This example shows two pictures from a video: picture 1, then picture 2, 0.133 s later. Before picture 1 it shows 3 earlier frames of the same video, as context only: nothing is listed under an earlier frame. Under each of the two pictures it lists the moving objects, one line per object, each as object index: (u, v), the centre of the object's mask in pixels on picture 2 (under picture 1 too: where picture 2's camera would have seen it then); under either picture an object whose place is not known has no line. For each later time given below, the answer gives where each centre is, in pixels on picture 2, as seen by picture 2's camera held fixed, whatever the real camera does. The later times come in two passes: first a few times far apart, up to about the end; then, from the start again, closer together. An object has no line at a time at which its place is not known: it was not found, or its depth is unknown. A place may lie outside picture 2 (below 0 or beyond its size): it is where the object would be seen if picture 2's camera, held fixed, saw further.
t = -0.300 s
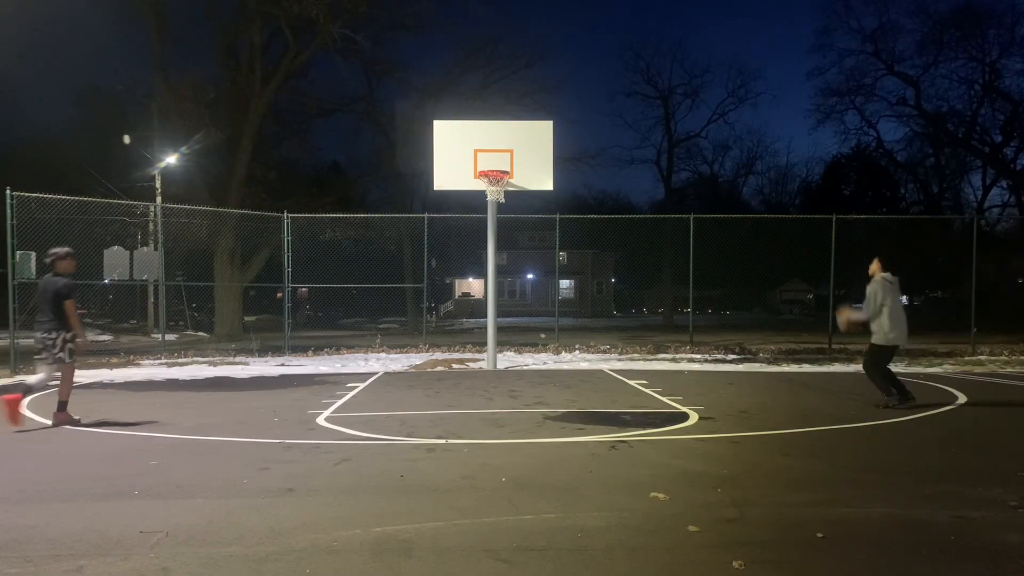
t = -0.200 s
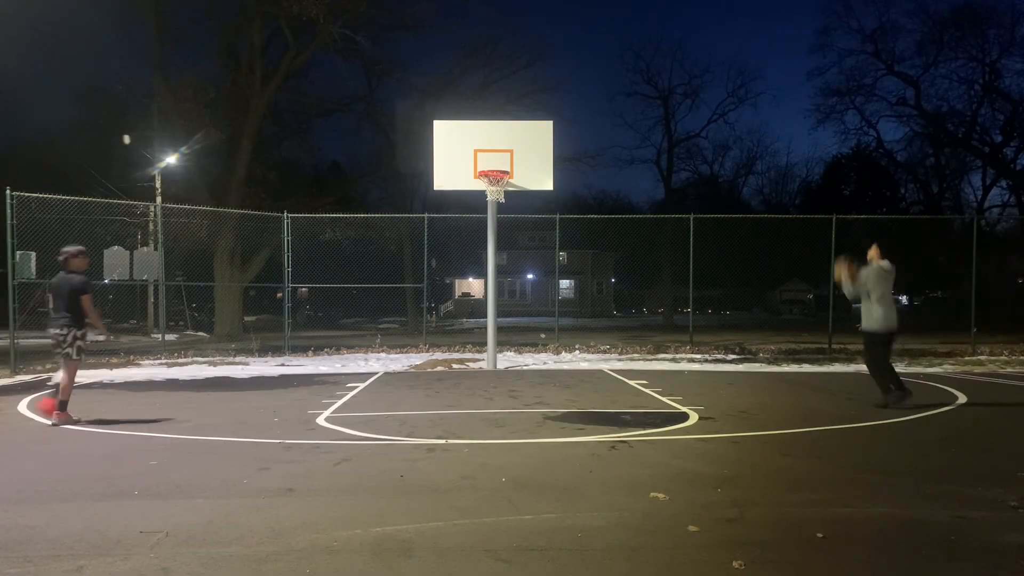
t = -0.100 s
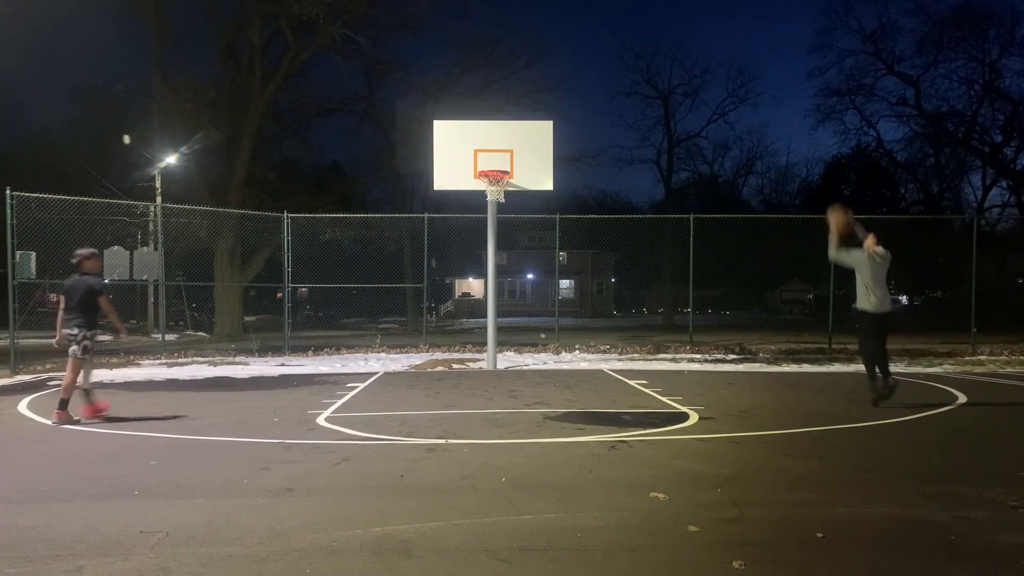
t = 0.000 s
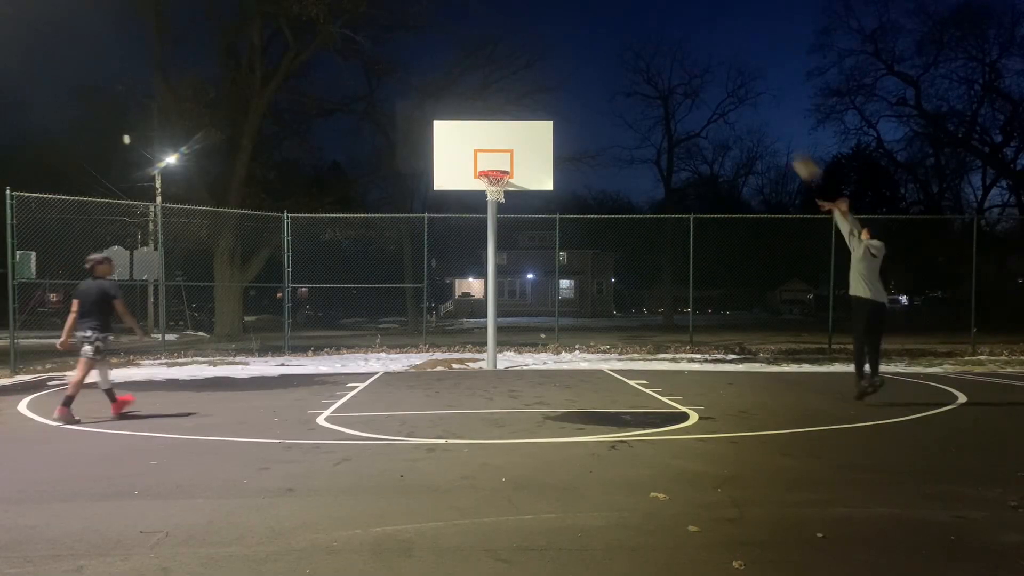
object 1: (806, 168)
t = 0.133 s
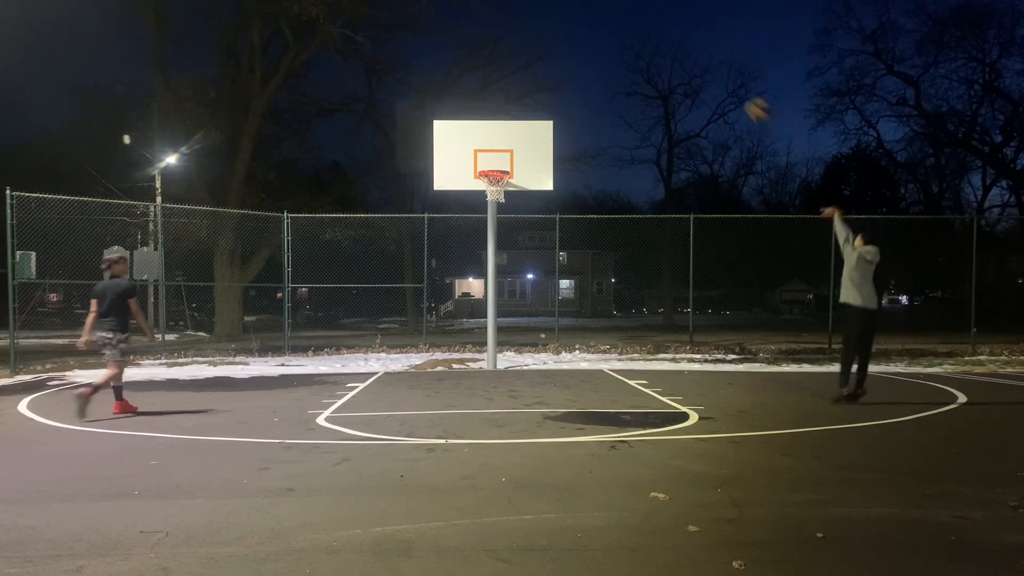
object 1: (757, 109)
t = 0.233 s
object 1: (725, 81)
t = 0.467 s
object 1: (655, 48)
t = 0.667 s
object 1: (602, 52)
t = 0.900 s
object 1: (545, 90)
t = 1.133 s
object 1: (497, 159)
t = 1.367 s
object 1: (489, 215)
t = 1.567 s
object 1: (498, 272)
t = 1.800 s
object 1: (504, 363)
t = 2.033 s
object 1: (526, 291)
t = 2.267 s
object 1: (548, 256)
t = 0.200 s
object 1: (735, 90)
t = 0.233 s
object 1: (725, 81)
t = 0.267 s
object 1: (714, 73)
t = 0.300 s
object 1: (703, 66)
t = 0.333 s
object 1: (694, 61)
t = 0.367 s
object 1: (684, 56)
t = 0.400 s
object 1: (674, 53)
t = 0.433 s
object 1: (665, 50)
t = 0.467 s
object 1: (655, 48)
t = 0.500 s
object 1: (645, 46)
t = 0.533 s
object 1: (637, 46)
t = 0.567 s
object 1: (628, 46)
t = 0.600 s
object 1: (619, 47)
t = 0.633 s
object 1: (610, 49)
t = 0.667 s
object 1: (602, 52)
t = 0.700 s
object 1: (593, 55)
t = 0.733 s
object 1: (586, 59)
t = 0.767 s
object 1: (577, 65)
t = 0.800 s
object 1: (569, 70)
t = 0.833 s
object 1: (561, 76)
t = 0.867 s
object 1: (553, 83)
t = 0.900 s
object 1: (545, 90)
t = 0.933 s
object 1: (539, 98)
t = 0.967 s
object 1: (531, 107)
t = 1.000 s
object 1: (524, 115)
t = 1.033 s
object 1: (518, 125)
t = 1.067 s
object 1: (511, 135)
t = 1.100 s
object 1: (503, 147)
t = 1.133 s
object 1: (497, 159)
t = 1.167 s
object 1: (490, 165)
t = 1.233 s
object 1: (484, 190)
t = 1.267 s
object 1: (486, 194)
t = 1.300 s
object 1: (488, 199)
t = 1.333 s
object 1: (490, 203)
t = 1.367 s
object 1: (489, 215)
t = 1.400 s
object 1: (491, 223)
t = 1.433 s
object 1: (492, 232)
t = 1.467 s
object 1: (494, 240)
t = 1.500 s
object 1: (497, 252)
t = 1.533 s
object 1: (498, 261)
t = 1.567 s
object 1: (498, 272)
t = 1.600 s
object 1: (499, 285)
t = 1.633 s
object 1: (499, 298)
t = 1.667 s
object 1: (499, 310)
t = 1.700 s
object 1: (502, 323)
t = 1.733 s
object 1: (502, 339)
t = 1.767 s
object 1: (502, 351)
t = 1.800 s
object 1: (504, 363)
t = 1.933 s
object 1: (517, 318)
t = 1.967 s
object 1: (521, 308)
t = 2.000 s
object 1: (522, 301)
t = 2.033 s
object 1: (526, 291)
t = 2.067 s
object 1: (528, 285)
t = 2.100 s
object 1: (532, 278)
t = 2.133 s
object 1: (536, 272)
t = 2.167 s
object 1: (539, 267)
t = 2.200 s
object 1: (542, 264)
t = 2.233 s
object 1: (545, 260)
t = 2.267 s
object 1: (548, 256)
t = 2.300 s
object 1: (551, 254)
